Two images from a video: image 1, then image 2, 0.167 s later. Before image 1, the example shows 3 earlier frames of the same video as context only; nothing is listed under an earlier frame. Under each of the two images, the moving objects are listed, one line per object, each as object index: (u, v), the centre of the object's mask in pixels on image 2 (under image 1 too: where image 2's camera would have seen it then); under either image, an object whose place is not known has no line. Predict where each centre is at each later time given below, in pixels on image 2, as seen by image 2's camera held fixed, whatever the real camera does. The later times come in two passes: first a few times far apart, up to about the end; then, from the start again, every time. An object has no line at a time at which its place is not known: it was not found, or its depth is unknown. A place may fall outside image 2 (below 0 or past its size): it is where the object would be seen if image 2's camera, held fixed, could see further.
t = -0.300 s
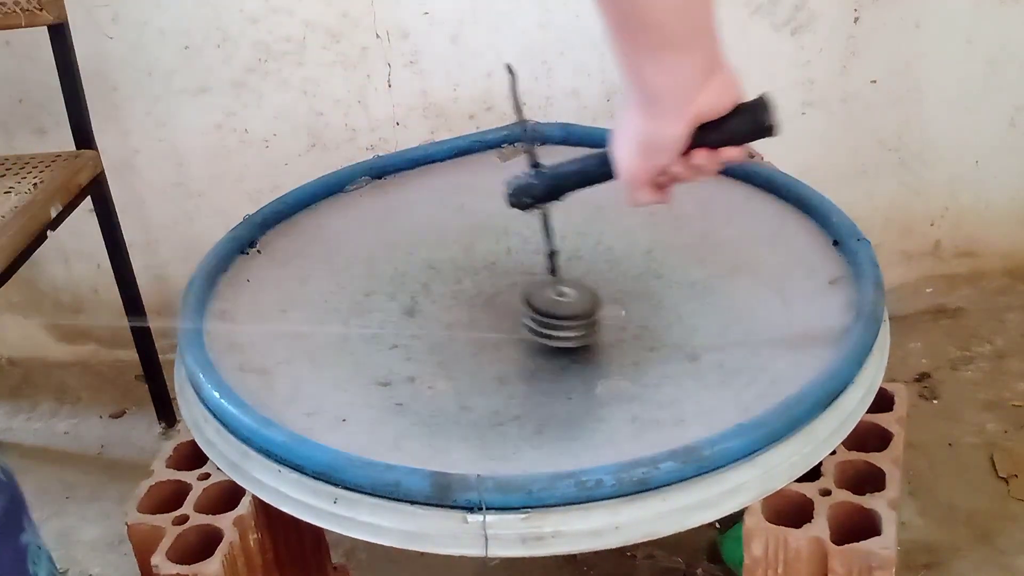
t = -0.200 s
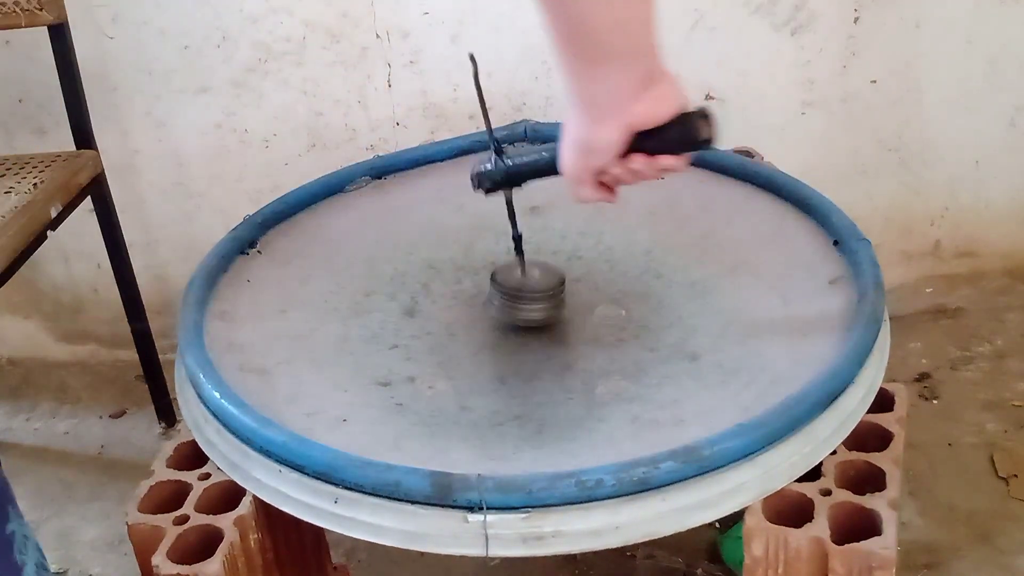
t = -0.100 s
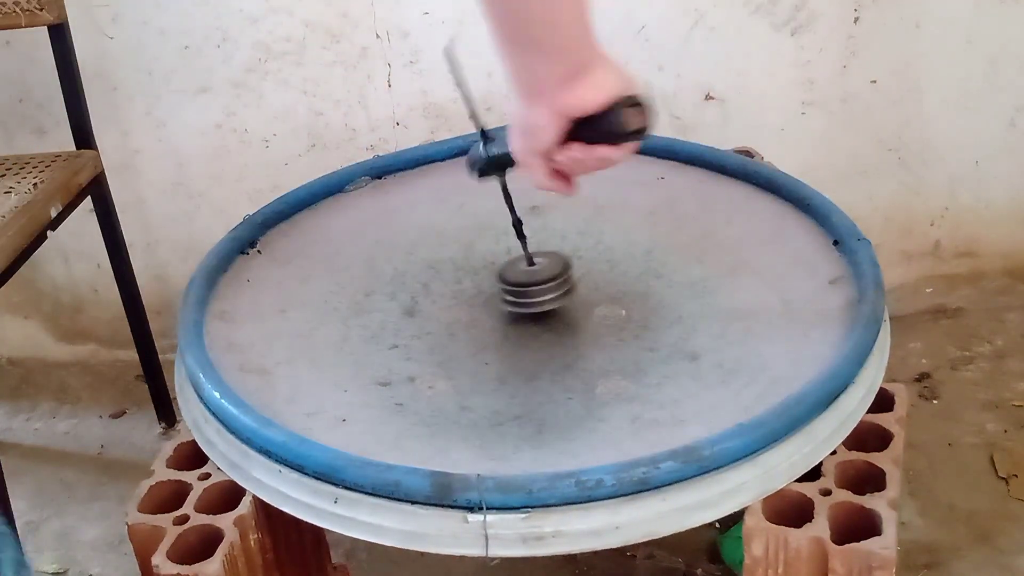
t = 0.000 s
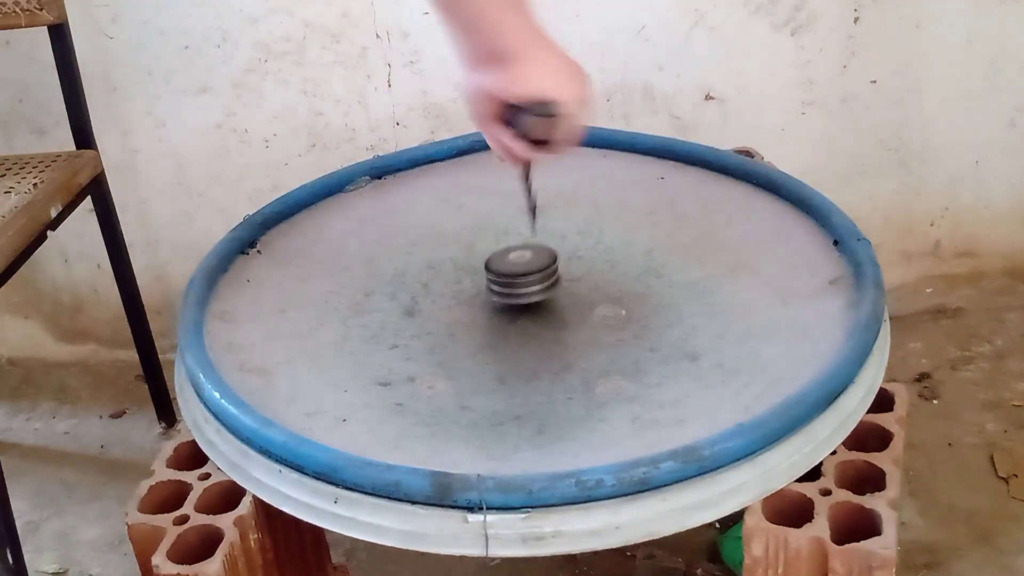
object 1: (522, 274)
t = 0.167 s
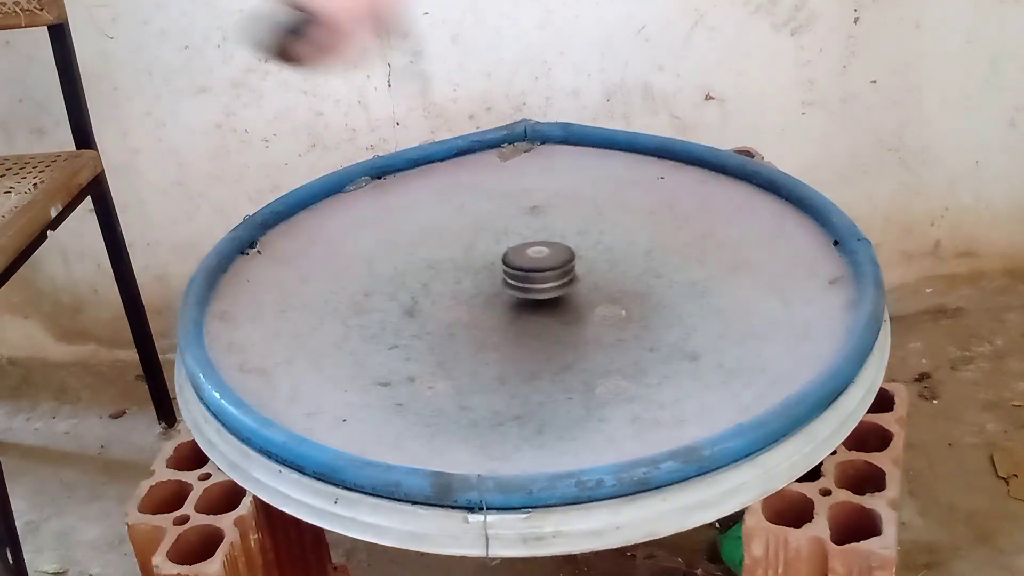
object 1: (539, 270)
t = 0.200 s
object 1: (541, 271)
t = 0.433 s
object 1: (527, 290)
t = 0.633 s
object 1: (503, 302)
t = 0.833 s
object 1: (533, 300)
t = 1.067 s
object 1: (564, 304)
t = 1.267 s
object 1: (537, 290)
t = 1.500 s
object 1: (538, 288)
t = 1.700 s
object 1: (531, 303)
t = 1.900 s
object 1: (532, 299)
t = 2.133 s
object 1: (544, 290)
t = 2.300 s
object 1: (557, 293)
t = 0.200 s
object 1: (541, 271)
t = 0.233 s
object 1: (544, 273)
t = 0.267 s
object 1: (546, 275)
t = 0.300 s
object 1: (546, 278)
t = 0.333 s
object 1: (544, 281)
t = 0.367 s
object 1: (541, 284)
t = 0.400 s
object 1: (534, 287)
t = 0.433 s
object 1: (527, 290)
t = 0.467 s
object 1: (520, 293)
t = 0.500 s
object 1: (514, 296)
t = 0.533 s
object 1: (509, 299)
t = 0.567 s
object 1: (506, 301)
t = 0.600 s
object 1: (504, 302)
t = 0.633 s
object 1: (503, 302)
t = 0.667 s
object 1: (504, 302)
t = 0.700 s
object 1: (506, 302)
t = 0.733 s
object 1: (510, 301)
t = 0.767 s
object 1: (517, 300)
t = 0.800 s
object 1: (524, 300)
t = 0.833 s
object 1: (533, 300)
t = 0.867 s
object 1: (542, 300)
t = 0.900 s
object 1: (552, 301)
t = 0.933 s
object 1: (557, 302)
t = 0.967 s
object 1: (561, 303)
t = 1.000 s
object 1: (564, 304)
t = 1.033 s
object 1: (564, 305)
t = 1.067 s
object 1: (564, 304)
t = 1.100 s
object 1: (563, 302)
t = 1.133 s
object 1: (560, 300)
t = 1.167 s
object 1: (554, 297)
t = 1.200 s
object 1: (548, 294)
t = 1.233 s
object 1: (542, 292)
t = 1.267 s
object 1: (537, 290)
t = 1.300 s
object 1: (533, 288)
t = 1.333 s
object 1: (530, 287)
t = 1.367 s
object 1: (529, 286)
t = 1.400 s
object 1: (530, 285)
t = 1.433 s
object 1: (532, 285)
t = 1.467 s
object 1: (535, 286)
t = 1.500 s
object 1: (538, 288)
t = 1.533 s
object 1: (539, 291)
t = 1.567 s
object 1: (539, 293)
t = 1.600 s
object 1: (538, 296)
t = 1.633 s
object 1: (537, 299)
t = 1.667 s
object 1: (534, 301)
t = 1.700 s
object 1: (531, 303)
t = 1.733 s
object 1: (529, 303)
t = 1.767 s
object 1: (529, 304)
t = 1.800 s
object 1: (530, 303)
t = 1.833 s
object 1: (531, 302)
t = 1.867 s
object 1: (532, 301)
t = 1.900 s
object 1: (532, 299)
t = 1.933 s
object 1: (533, 298)
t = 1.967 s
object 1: (534, 296)
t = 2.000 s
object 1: (536, 295)
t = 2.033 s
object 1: (537, 293)
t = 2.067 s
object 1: (539, 292)
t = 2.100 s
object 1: (542, 291)
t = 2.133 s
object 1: (544, 290)
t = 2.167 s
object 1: (547, 290)
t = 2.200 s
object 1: (550, 291)
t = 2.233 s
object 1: (553, 291)
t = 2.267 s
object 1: (555, 292)
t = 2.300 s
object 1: (557, 293)
